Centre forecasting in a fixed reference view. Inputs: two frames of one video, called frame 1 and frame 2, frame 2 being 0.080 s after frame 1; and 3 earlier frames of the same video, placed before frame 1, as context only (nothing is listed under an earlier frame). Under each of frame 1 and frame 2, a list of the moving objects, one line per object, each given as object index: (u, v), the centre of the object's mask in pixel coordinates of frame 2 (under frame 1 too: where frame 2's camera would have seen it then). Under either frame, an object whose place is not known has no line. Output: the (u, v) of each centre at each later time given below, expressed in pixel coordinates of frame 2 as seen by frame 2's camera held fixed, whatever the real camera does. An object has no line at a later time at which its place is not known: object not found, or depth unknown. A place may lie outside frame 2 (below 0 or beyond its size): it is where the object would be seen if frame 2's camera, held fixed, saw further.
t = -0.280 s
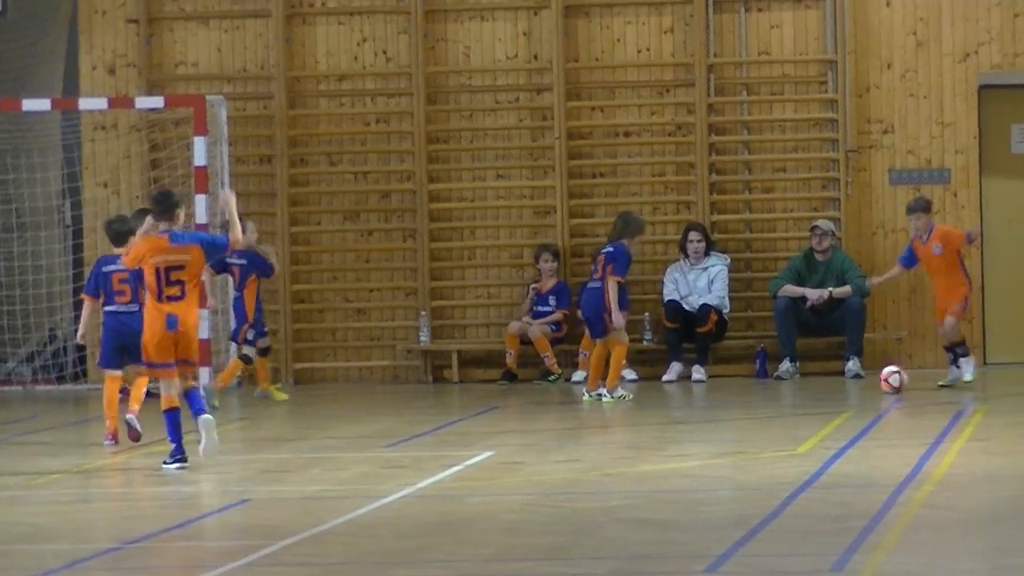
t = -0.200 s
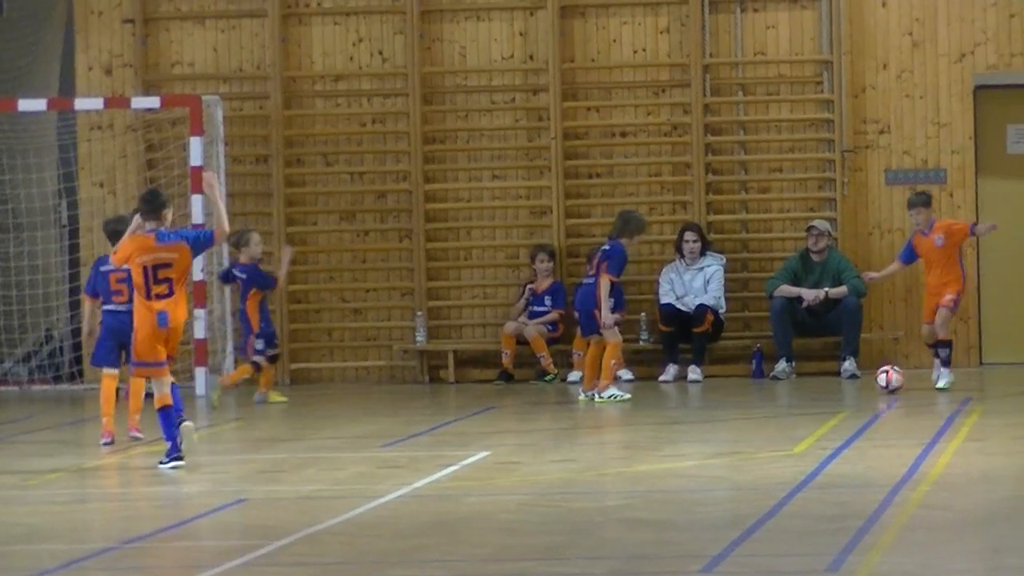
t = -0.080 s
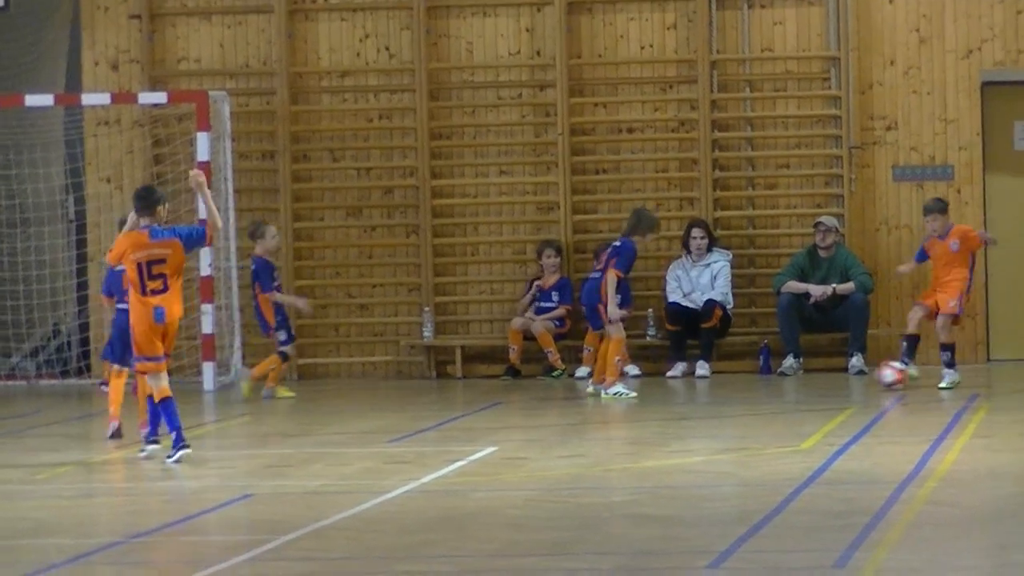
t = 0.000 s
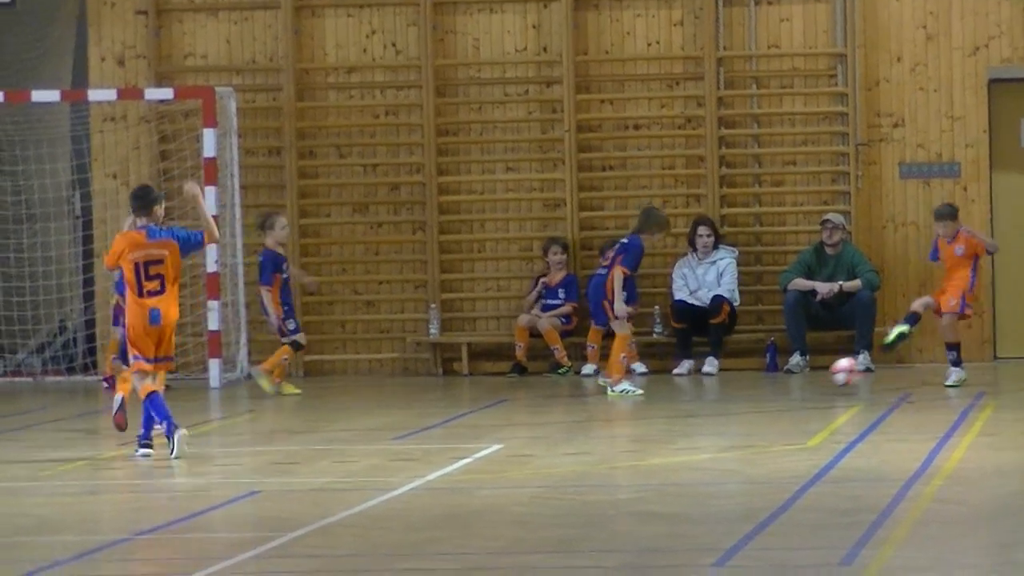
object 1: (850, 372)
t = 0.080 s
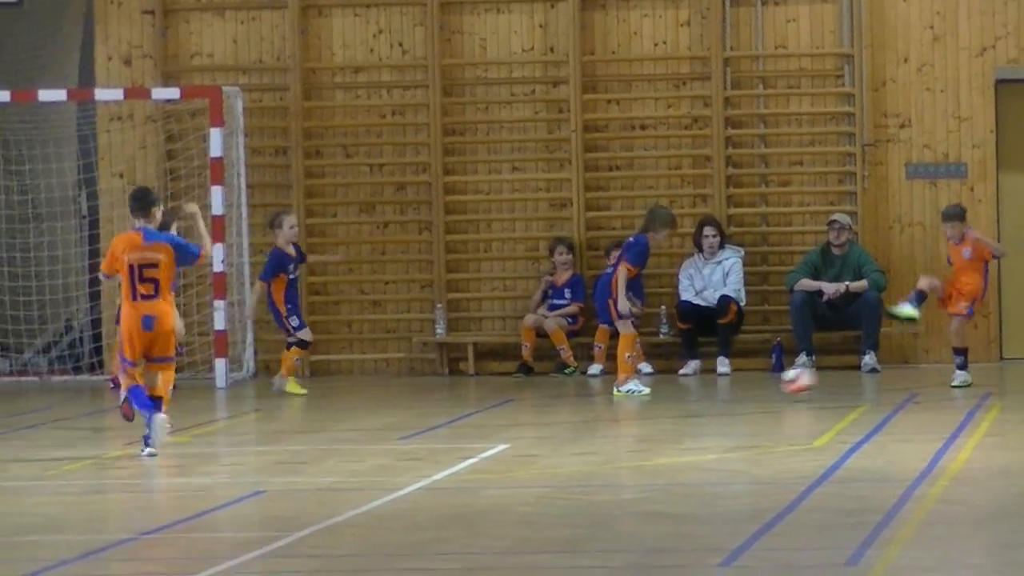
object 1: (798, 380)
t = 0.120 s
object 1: (770, 388)
